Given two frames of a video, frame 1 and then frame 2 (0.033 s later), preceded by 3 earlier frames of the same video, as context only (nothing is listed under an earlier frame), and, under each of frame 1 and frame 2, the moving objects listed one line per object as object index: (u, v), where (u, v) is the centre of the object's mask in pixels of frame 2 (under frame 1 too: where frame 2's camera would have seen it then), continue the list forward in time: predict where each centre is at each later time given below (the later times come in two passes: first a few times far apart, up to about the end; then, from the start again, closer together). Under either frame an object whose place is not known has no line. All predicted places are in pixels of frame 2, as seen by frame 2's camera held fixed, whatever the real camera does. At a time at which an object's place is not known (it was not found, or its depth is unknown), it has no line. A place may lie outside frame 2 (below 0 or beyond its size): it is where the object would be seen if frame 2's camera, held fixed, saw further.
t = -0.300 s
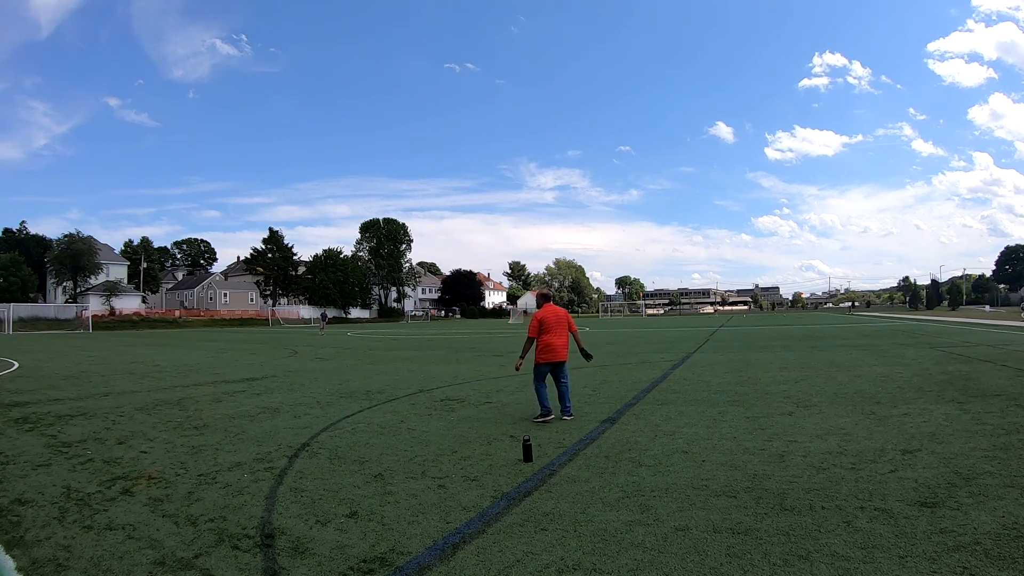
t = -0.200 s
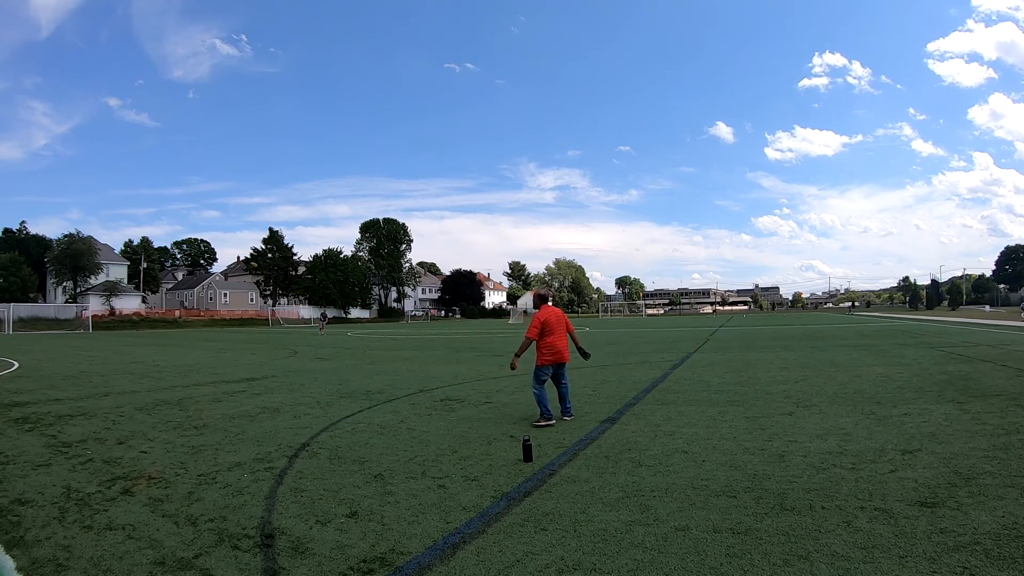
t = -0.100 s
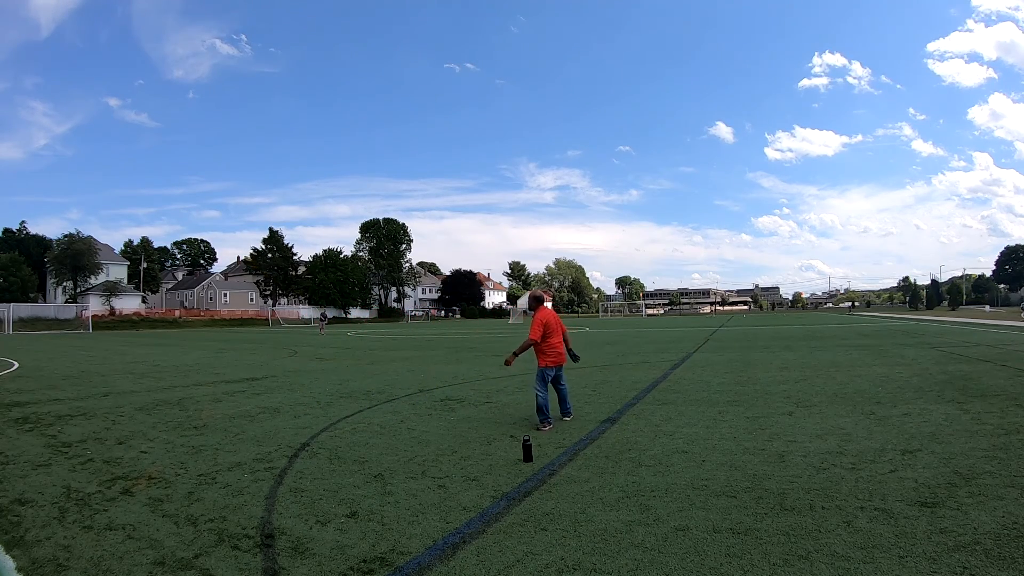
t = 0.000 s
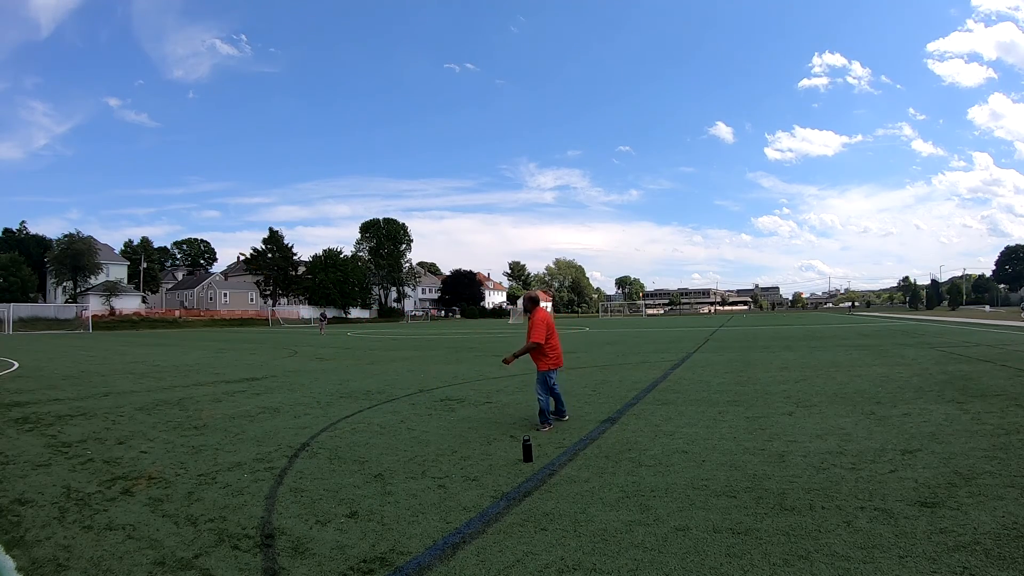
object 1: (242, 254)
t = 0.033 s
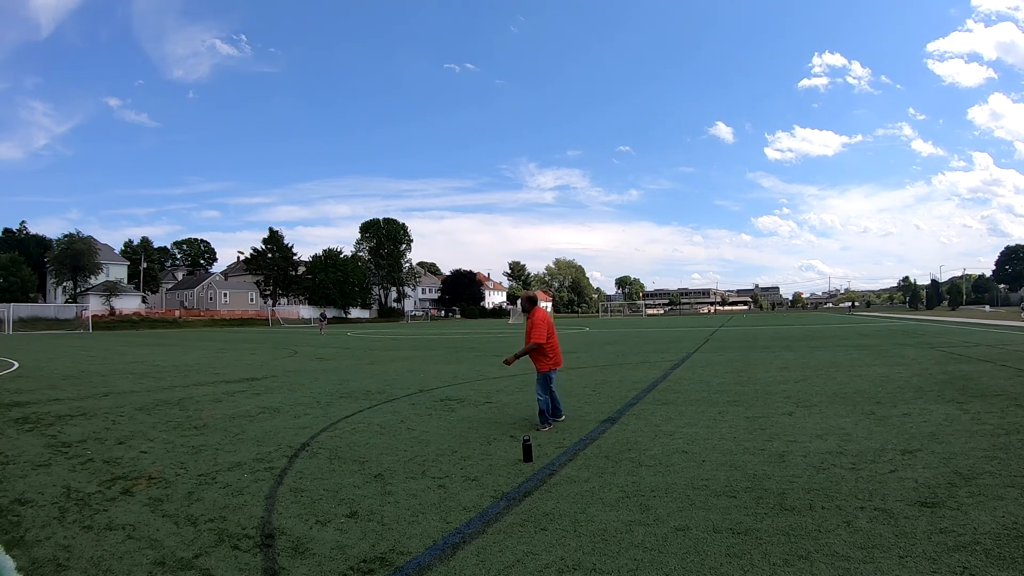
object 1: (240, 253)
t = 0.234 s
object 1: (230, 243)
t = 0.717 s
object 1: (215, 226)
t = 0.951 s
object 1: (217, 222)
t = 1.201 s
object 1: (234, 221)
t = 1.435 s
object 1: (270, 232)
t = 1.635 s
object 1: (327, 257)
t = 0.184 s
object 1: (233, 245)
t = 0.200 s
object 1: (232, 244)
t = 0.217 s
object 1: (231, 244)
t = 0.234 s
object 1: (230, 243)
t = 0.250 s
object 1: (229, 242)
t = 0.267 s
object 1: (229, 242)
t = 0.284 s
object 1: (228, 241)
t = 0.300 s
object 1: (227, 240)
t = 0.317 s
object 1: (226, 240)
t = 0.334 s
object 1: (226, 239)
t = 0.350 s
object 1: (225, 238)
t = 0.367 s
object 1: (224, 238)
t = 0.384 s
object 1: (224, 237)
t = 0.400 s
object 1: (223, 236)
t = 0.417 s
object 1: (222, 236)
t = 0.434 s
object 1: (222, 235)
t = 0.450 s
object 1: (221, 235)
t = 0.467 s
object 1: (220, 234)
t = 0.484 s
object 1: (220, 234)
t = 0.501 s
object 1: (219, 233)
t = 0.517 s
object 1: (219, 233)
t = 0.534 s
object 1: (218, 232)
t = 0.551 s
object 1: (218, 232)
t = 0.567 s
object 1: (217, 231)
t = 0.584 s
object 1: (217, 231)
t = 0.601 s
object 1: (217, 230)
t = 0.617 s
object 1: (216, 229)
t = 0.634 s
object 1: (216, 229)
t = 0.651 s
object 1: (216, 228)
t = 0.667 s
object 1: (215, 228)
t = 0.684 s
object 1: (215, 227)
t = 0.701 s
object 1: (215, 227)
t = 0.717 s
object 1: (215, 226)
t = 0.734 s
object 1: (215, 226)
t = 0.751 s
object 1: (215, 226)
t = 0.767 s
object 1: (214, 225)
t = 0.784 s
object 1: (215, 225)
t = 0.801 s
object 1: (214, 225)
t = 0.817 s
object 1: (215, 224)
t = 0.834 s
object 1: (215, 224)
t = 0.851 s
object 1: (215, 224)
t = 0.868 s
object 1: (215, 224)
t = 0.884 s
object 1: (215, 223)
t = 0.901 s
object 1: (215, 223)
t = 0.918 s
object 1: (216, 223)
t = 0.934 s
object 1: (216, 223)
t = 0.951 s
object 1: (217, 222)
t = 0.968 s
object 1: (217, 222)
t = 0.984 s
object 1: (218, 222)
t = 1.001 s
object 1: (219, 222)
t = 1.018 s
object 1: (220, 221)
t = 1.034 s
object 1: (221, 221)
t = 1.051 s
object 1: (222, 221)
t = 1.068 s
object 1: (223, 221)
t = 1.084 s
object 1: (224, 221)
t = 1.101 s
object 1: (225, 220)
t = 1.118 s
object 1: (226, 221)
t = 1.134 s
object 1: (228, 221)
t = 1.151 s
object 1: (229, 221)
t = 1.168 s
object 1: (230, 221)
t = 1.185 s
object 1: (232, 221)
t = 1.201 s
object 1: (234, 221)
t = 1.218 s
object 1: (236, 222)
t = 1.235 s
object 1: (237, 222)
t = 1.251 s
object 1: (239, 223)
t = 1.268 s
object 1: (242, 223)
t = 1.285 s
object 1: (244, 224)
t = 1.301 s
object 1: (246, 224)
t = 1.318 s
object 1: (249, 225)
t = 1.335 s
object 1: (251, 226)
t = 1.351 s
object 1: (254, 227)
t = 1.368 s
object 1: (257, 228)
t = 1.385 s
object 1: (260, 229)
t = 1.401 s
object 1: (264, 230)
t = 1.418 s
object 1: (267, 231)
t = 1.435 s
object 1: (270, 232)
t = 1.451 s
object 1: (274, 234)
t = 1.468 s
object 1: (278, 235)
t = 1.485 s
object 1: (282, 237)
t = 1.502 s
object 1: (286, 239)
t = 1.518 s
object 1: (291, 241)
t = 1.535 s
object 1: (295, 243)
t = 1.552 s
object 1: (300, 245)
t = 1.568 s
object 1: (305, 247)
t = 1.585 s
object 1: (309, 249)
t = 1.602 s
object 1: (315, 252)
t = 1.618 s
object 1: (321, 255)
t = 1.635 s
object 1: (327, 257)
